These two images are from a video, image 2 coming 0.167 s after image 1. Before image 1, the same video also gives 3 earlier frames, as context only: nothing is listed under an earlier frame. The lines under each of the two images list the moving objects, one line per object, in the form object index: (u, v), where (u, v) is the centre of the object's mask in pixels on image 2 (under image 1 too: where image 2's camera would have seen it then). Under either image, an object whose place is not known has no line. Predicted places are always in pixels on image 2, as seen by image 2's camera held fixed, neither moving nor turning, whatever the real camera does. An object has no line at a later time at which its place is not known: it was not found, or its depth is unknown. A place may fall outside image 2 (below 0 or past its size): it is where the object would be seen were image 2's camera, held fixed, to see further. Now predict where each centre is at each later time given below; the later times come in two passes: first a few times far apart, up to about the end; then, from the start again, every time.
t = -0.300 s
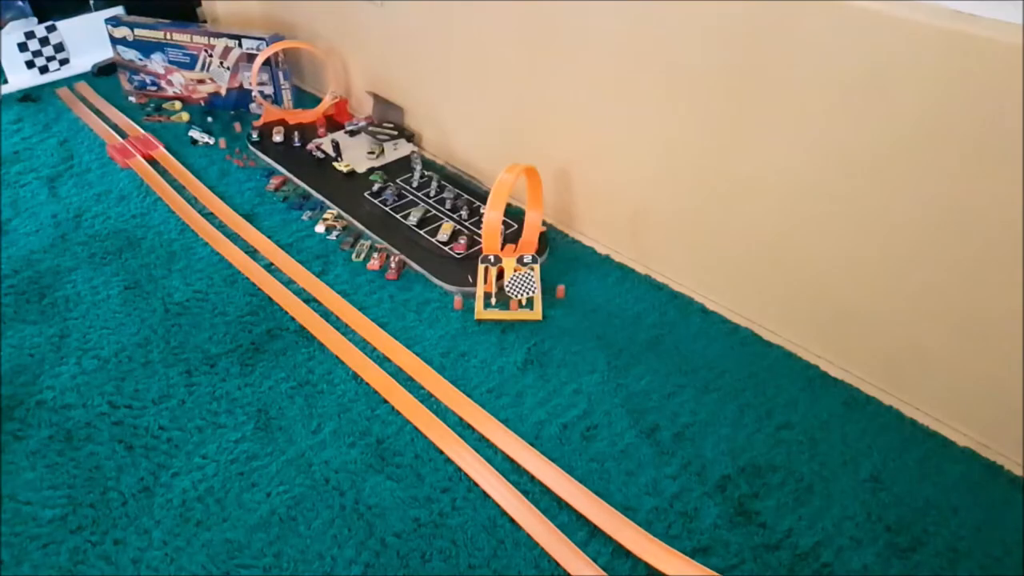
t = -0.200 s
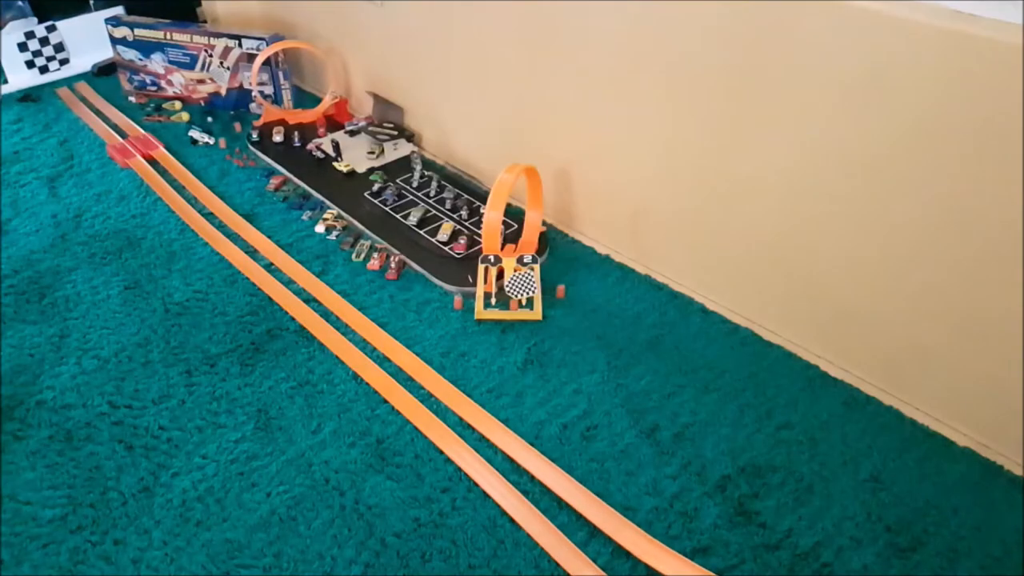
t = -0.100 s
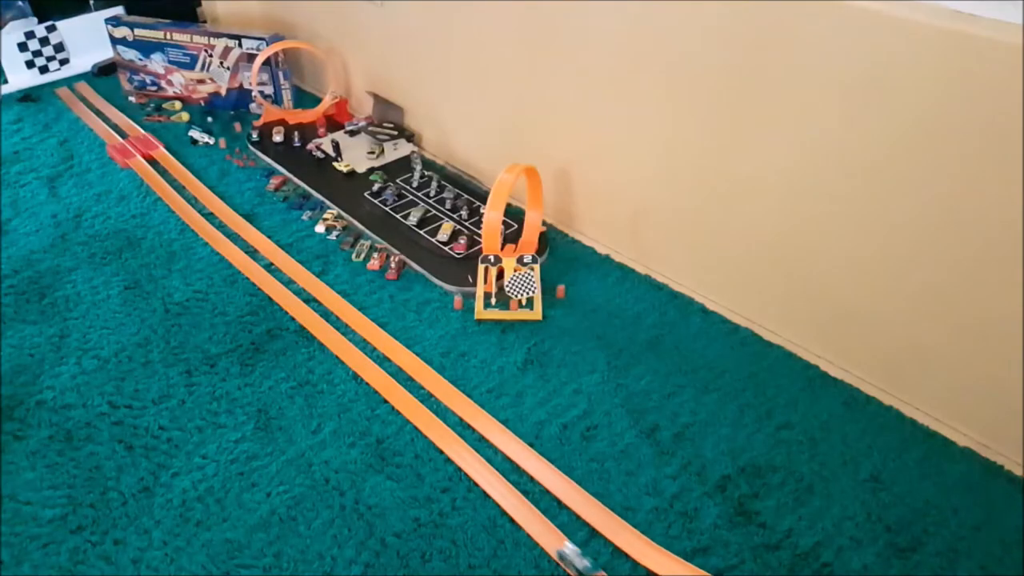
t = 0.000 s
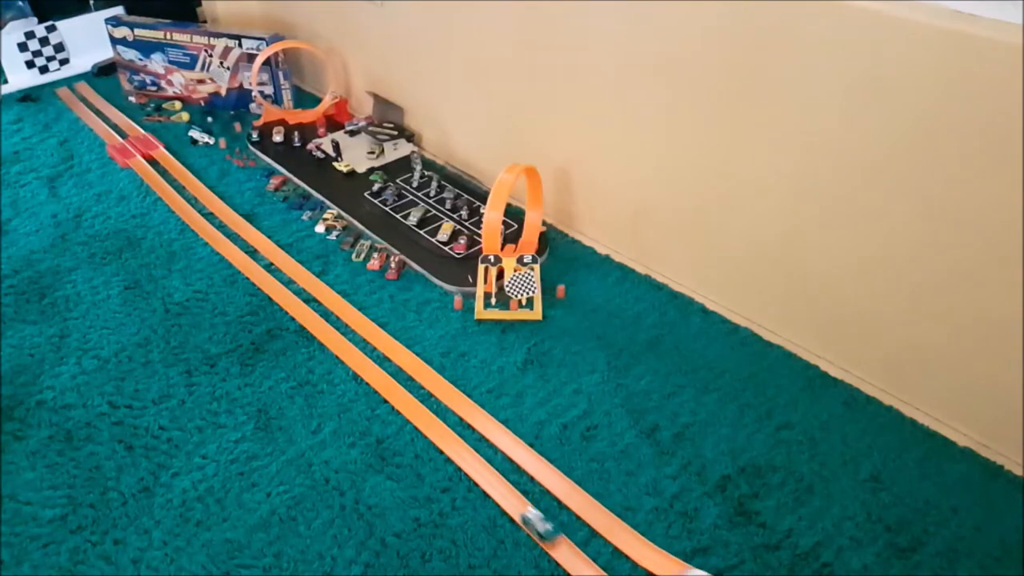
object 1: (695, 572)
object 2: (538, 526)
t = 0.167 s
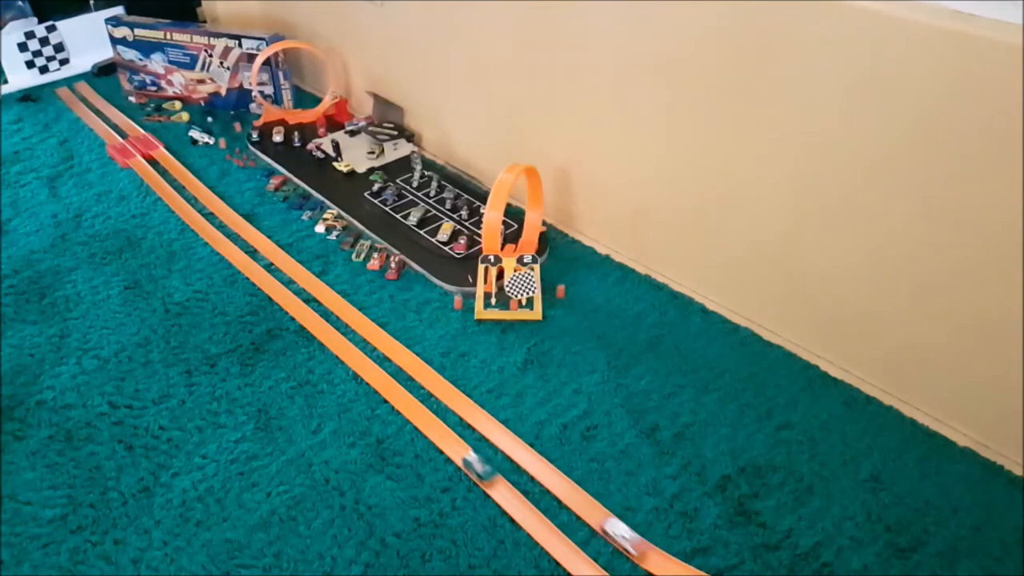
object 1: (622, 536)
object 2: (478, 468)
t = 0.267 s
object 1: (584, 504)
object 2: (448, 441)
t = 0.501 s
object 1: (506, 438)
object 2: (386, 387)
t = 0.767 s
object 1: (433, 380)
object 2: (327, 335)
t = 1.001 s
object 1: (377, 337)
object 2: (282, 295)
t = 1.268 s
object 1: (325, 294)
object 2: (235, 256)
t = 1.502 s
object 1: (283, 260)
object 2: (198, 223)
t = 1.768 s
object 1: (242, 226)
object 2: (164, 190)
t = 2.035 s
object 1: (207, 197)
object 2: (135, 160)
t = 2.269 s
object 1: (179, 172)
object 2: (113, 139)
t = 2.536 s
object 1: (153, 145)
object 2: (93, 121)
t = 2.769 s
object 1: (132, 128)
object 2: (82, 107)
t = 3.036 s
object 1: (112, 113)
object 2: (71, 101)
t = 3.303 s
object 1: (103, 102)
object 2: (59, 85)
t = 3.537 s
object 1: (92, 96)
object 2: (53, 82)
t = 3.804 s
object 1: (77, 81)
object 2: (56, 81)
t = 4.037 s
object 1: (71, 77)
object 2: (56, 82)
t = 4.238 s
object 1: (63, 77)
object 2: (53, 83)
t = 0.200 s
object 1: (611, 526)
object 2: (468, 459)
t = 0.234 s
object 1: (596, 514)
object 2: (458, 450)
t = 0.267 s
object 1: (584, 504)
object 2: (448, 441)
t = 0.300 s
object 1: (572, 494)
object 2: (438, 433)
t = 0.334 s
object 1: (560, 484)
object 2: (429, 424)
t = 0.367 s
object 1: (549, 474)
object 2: (420, 416)
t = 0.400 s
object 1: (537, 465)
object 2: (412, 409)
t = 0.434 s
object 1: (527, 455)
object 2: (403, 401)
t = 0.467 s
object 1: (517, 447)
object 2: (395, 394)
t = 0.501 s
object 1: (506, 438)
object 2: (386, 387)
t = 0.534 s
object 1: (497, 431)
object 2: (379, 379)
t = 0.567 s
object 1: (487, 423)
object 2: (371, 373)
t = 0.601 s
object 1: (477, 415)
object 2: (362, 366)
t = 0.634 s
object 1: (468, 408)
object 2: (355, 360)
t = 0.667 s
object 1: (459, 400)
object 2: (347, 353)
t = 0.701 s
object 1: (450, 393)
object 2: (341, 347)
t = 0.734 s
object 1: (441, 386)
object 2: (334, 341)
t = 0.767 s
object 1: (433, 380)
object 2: (327, 335)
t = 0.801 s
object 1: (423, 373)
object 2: (321, 329)
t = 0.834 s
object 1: (415, 367)
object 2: (314, 323)
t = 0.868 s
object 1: (407, 360)
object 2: (307, 317)
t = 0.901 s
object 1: (399, 354)
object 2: (300, 312)
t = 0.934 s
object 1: (391, 348)
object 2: (294, 306)
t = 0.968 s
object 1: (384, 342)
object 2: (288, 301)
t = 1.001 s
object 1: (377, 337)
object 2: (282, 295)
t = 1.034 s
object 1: (369, 331)
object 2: (275, 290)
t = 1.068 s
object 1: (362, 326)
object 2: (268, 285)
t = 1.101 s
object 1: (356, 320)
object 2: (264, 280)
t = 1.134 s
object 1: (350, 315)
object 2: (257, 275)
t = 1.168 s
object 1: (343, 309)
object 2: (252, 270)
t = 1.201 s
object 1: (337, 304)
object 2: (247, 265)
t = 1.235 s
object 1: (331, 299)
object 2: (241, 260)
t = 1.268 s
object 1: (325, 294)
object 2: (235, 256)
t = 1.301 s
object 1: (320, 289)
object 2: (229, 251)
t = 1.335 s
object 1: (313, 285)
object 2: (224, 246)
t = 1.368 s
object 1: (308, 279)
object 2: (219, 242)
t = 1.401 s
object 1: (302, 275)
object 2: (214, 238)
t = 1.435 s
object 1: (294, 268)
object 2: (207, 232)
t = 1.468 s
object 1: (288, 264)
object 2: (202, 228)
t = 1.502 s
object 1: (283, 260)
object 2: (198, 223)
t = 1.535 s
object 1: (277, 255)
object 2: (193, 219)
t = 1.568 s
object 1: (272, 251)
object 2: (189, 215)
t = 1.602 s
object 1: (266, 247)
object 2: (185, 211)
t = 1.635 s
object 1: (262, 243)
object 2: (181, 207)
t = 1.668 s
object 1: (256, 238)
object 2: (176, 202)
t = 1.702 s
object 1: (252, 234)
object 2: (173, 199)
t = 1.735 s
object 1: (247, 230)
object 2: (168, 194)
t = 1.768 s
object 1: (242, 226)
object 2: (164, 190)
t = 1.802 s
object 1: (237, 223)
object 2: (160, 187)
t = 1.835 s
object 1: (233, 219)
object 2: (156, 183)
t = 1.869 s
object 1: (228, 216)
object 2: (153, 179)
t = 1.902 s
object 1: (224, 212)
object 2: (149, 175)
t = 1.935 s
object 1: (219, 208)
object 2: (145, 171)
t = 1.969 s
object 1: (215, 204)
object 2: (142, 167)
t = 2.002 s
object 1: (211, 201)
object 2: (138, 163)
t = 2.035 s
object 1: (207, 197)
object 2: (135, 160)
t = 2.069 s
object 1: (202, 193)
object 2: (131, 157)
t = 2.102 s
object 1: (198, 190)
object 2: (128, 153)
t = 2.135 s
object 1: (194, 186)
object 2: (125, 151)
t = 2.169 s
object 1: (191, 183)
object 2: (121, 148)
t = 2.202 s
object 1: (187, 179)
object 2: (118, 145)
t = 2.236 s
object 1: (183, 175)
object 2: (115, 142)
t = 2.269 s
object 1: (179, 172)
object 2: (113, 139)
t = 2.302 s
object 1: (176, 168)
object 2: (110, 136)
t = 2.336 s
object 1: (172, 165)
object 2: (108, 134)
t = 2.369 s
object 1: (168, 161)
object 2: (105, 132)
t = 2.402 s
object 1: (165, 158)
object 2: (103, 130)
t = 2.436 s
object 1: (162, 155)
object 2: (101, 128)
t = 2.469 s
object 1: (159, 152)
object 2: (99, 126)
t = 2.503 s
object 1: (156, 148)
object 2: (97, 125)
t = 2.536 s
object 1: (153, 145)
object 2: (93, 121)
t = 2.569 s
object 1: (150, 143)
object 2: (90, 118)
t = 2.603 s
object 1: (148, 141)
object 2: (91, 118)
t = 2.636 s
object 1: (145, 138)
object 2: (89, 115)
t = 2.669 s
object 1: (141, 136)
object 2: (88, 113)
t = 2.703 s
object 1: (138, 133)
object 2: (85, 111)
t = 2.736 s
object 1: (135, 130)
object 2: (84, 109)
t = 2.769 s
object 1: (132, 128)
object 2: (82, 107)
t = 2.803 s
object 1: (130, 126)
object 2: (79, 107)
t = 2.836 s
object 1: (126, 124)
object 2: (77, 105)
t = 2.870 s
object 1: (124, 122)
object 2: (77, 104)
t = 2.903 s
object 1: (121, 120)
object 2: (75, 102)
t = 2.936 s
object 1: (122, 119)
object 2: (74, 102)
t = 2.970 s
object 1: (119, 117)
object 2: (73, 101)
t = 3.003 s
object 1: (114, 115)
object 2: (73, 102)
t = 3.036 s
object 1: (112, 113)
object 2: (71, 101)
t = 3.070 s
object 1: (110, 112)
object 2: (70, 100)
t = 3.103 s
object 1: (115, 109)
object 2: (66, 96)
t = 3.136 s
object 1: (113, 107)
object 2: (65, 94)
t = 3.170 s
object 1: (110, 106)
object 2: (63, 92)
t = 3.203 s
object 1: (108, 104)
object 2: (62, 90)
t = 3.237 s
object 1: (106, 103)
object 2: (61, 89)
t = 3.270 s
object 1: (104, 102)
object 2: (60, 87)
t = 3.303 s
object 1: (103, 102)
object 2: (59, 85)
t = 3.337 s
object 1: (101, 101)
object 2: (59, 84)
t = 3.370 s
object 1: (100, 102)
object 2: (57, 83)
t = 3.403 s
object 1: (97, 100)
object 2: (57, 81)
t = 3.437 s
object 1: (98, 101)
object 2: (56, 82)
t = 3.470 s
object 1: (96, 100)
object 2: (56, 83)
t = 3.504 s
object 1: (92, 97)
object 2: (53, 83)
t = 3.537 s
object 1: (92, 96)
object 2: (53, 82)
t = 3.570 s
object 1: (90, 95)
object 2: (53, 82)
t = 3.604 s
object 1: (89, 94)
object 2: (53, 82)
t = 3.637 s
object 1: (87, 92)
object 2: (54, 82)
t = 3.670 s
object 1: (85, 89)
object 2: (55, 81)
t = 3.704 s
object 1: (80, 84)
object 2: (54, 81)
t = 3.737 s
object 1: (79, 83)
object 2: (55, 81)
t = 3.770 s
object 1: (78, 82)
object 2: (55, 81)
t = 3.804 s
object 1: (77, 81)
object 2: (56, 81)
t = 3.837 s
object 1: (76, 80)
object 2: (57, 81)
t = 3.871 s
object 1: (74, 79)
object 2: (56, 81)
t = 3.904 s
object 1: (72, 78)
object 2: (57, 81)
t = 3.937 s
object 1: (71, 77)
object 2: (57, 81)
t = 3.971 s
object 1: (70, 78)
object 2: (56, 82)
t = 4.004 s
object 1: (70, 78)
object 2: (56, 82)
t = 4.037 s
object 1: (71, 77)
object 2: (56, 82)
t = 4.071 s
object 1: (69, 77)
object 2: (56, 82)
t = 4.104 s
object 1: (68, 77)
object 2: (55, 81)
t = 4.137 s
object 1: (66, 77)
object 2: (55, 81)
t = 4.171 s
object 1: (66, 77)
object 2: (54, 81)
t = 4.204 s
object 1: (65, 77)
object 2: (54, 81)
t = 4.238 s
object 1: (63, 77)
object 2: (53, 83)
